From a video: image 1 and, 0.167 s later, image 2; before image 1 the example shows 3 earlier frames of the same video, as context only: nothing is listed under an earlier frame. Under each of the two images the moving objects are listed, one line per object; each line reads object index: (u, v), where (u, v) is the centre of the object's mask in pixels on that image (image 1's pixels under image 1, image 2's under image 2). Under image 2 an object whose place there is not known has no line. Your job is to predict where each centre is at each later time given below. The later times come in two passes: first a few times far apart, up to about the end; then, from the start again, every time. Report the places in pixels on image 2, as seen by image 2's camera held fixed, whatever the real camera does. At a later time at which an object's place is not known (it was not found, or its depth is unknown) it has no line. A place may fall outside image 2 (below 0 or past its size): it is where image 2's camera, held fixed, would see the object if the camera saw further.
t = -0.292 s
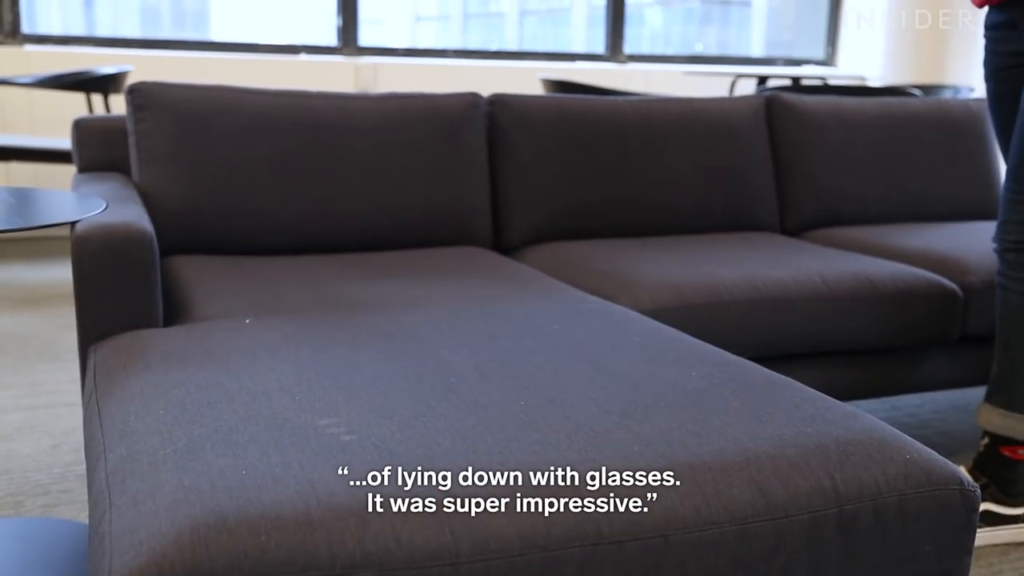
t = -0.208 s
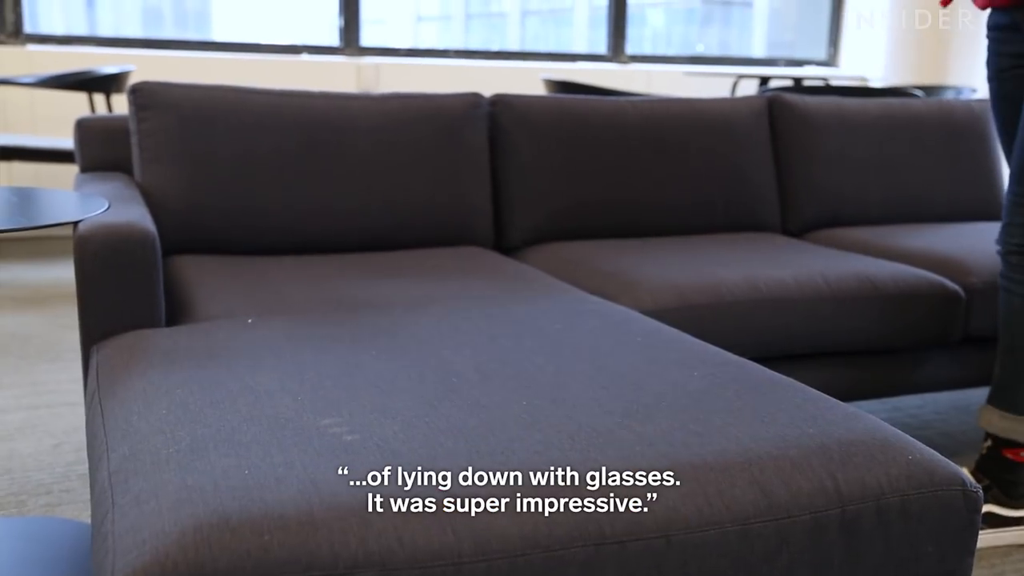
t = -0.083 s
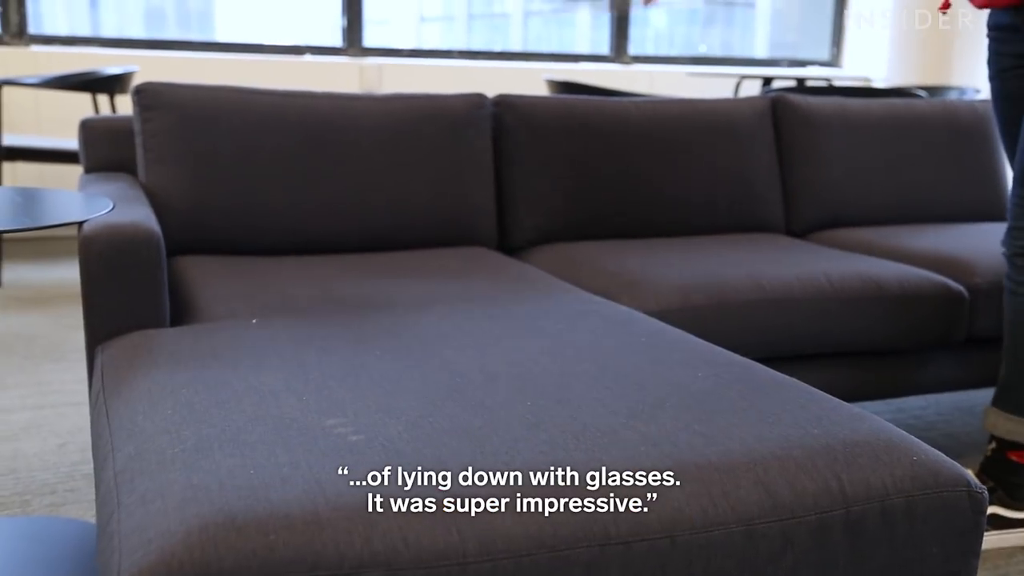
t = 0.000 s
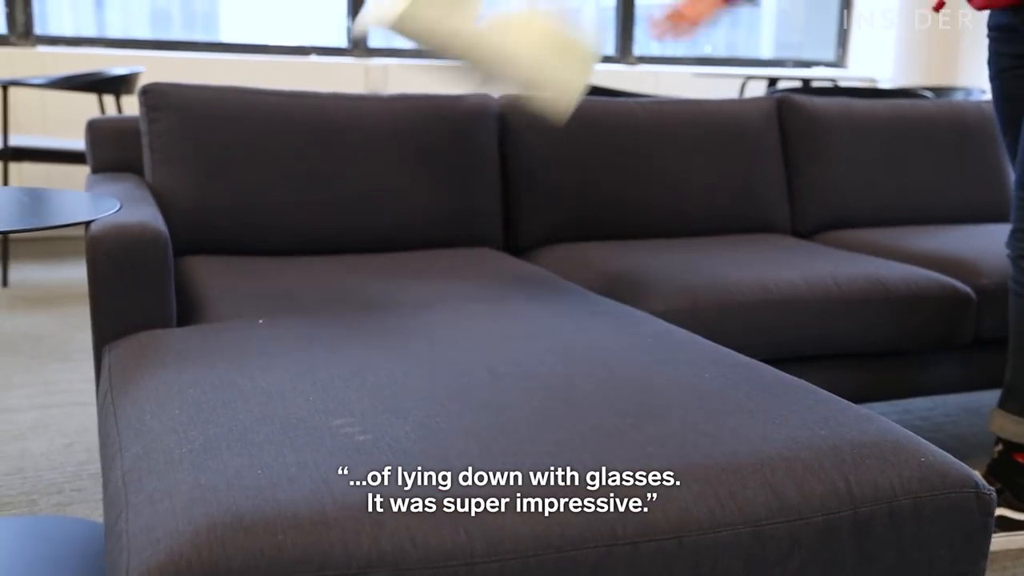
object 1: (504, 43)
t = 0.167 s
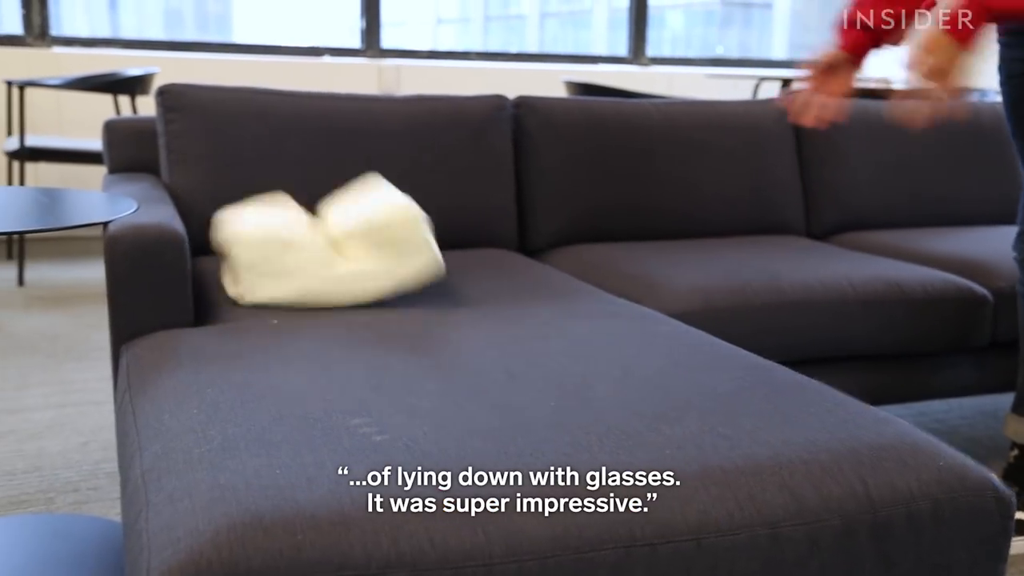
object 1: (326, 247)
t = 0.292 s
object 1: (282, 181)
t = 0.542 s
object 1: (336, 196)
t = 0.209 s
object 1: (295, 215)
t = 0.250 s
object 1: (274, 191)
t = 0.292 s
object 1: (282, 181)
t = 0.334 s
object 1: (297, 179)
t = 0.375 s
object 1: (307, 187)
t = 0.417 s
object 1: (314, 191)
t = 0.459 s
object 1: (318, 195)
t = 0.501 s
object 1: (327, 194)
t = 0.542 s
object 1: (336, 196)
